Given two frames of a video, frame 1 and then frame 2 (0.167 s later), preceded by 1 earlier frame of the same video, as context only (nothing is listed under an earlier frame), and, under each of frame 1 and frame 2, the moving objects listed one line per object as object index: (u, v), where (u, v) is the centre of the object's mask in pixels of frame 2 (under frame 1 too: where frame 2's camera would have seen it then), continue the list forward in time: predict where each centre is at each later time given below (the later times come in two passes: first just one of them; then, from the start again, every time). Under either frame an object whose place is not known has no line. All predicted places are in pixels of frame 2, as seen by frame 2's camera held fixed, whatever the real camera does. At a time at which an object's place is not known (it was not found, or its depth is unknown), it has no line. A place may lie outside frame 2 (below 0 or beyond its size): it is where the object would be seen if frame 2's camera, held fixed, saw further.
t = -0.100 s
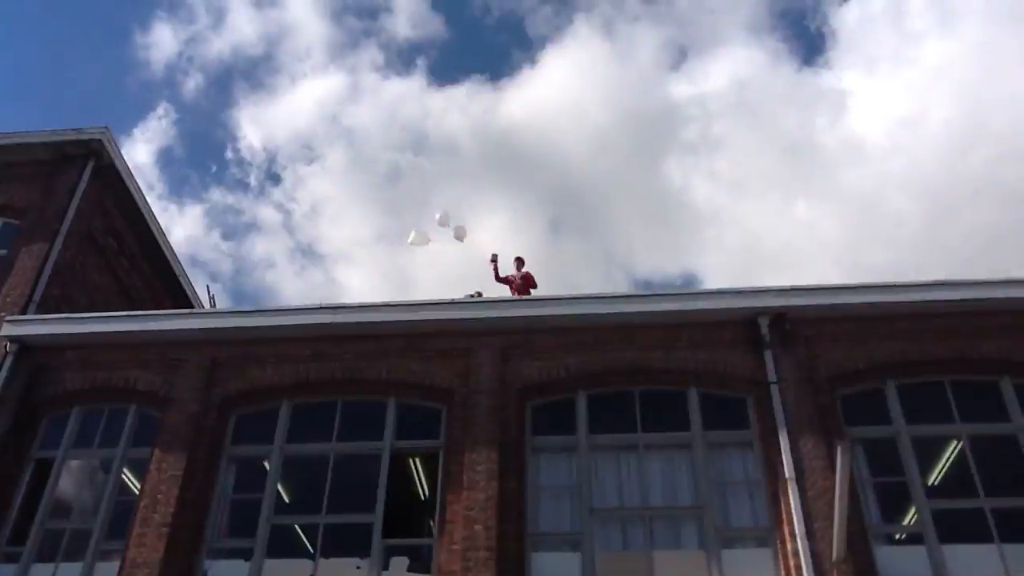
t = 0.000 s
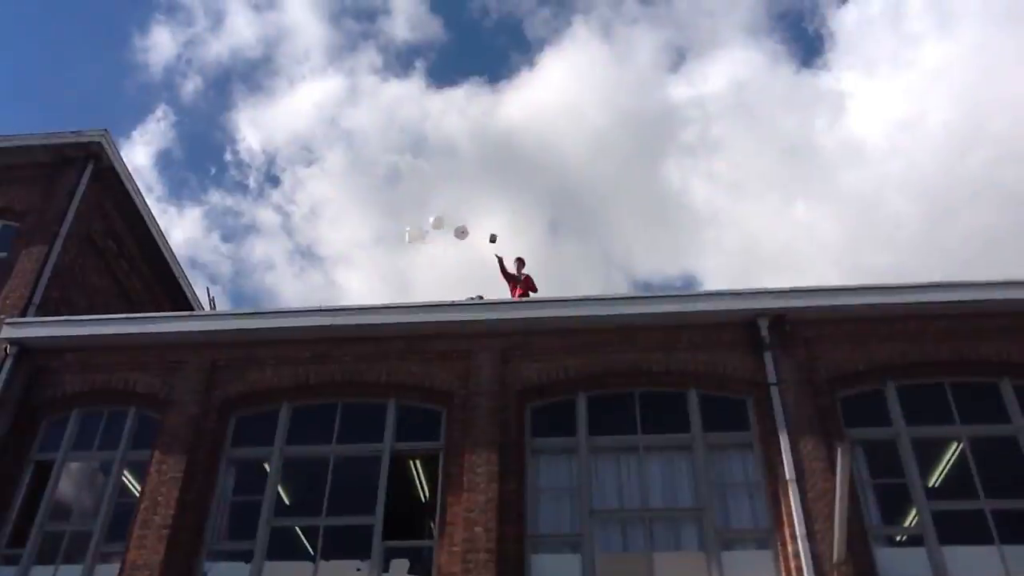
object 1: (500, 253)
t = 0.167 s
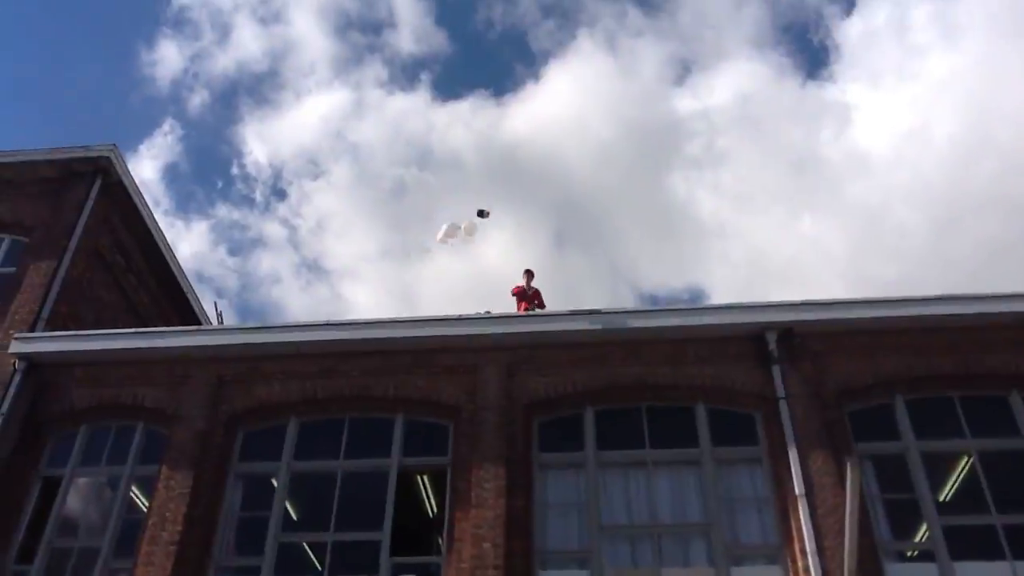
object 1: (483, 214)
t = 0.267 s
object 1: (456, 196)
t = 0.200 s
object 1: (476, 207)
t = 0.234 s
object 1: (467, 201)
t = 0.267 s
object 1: (456, 196)
